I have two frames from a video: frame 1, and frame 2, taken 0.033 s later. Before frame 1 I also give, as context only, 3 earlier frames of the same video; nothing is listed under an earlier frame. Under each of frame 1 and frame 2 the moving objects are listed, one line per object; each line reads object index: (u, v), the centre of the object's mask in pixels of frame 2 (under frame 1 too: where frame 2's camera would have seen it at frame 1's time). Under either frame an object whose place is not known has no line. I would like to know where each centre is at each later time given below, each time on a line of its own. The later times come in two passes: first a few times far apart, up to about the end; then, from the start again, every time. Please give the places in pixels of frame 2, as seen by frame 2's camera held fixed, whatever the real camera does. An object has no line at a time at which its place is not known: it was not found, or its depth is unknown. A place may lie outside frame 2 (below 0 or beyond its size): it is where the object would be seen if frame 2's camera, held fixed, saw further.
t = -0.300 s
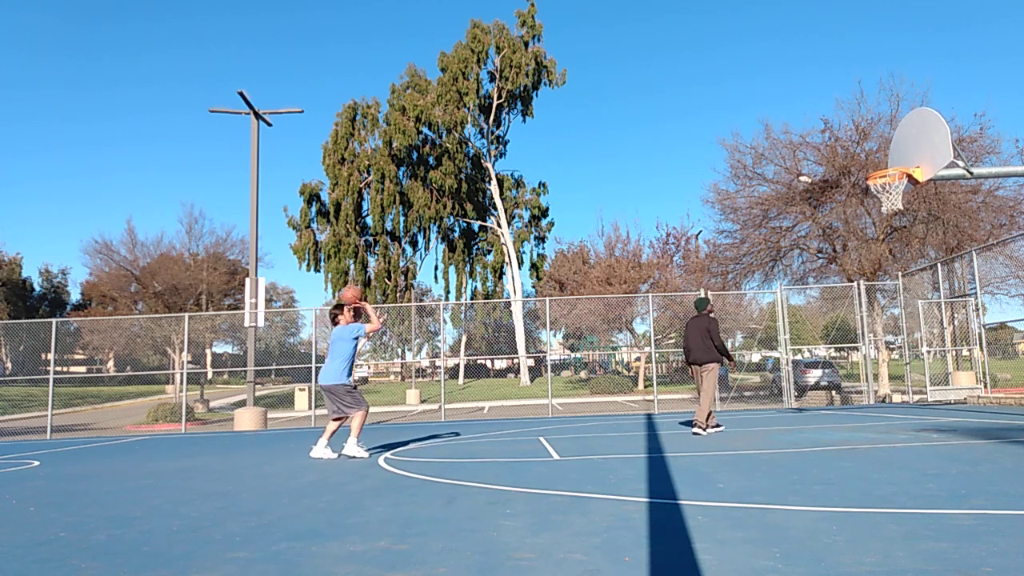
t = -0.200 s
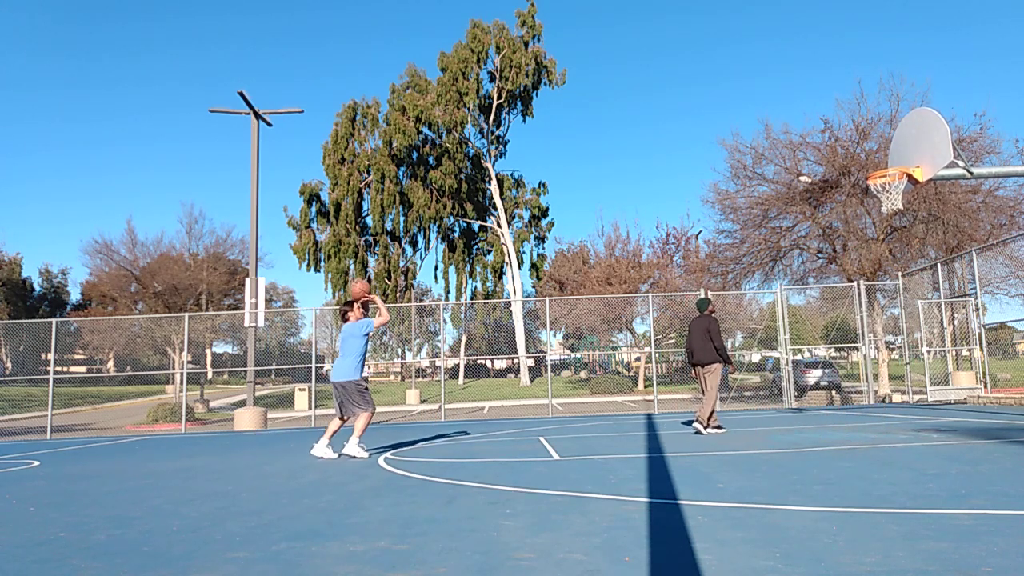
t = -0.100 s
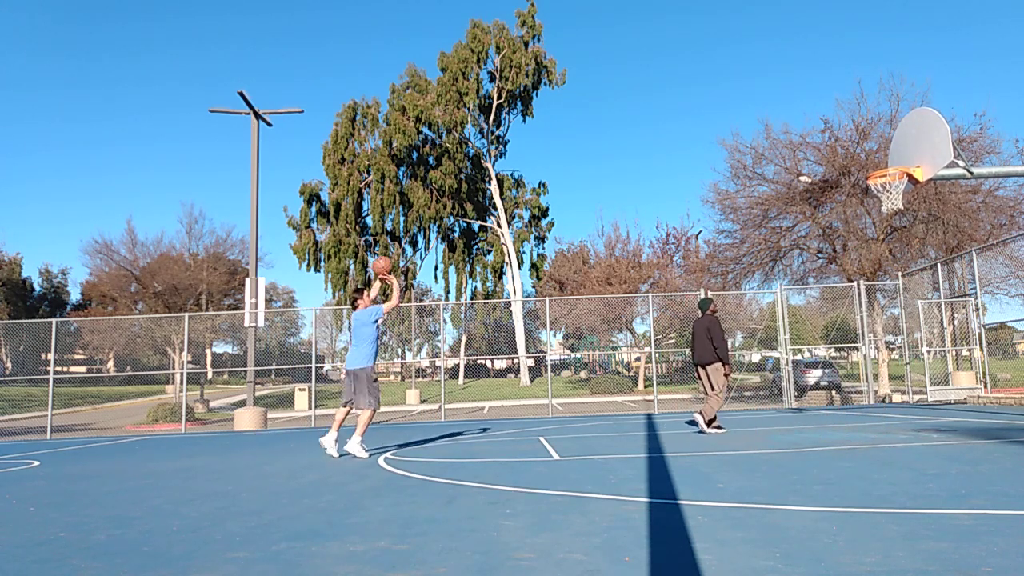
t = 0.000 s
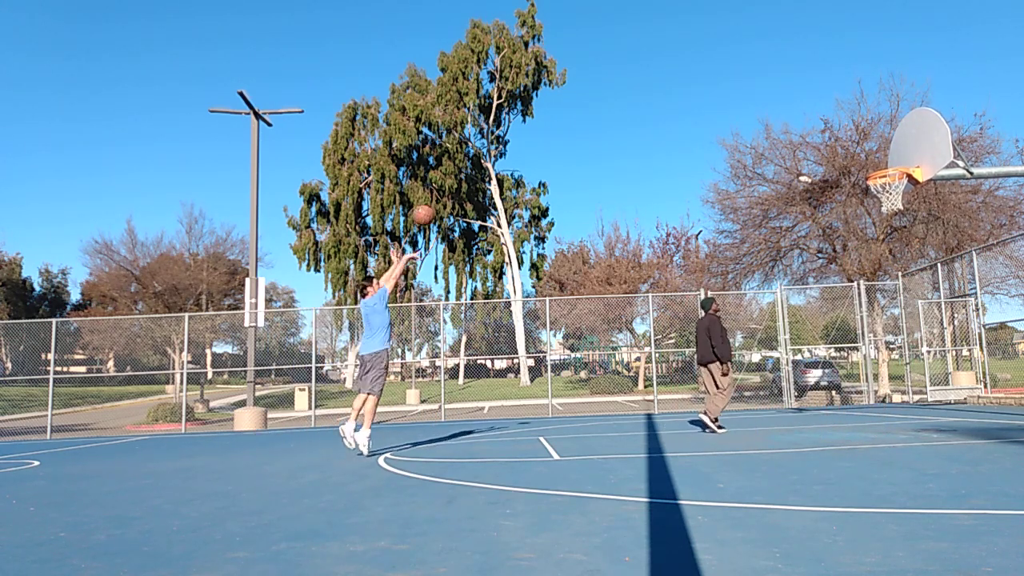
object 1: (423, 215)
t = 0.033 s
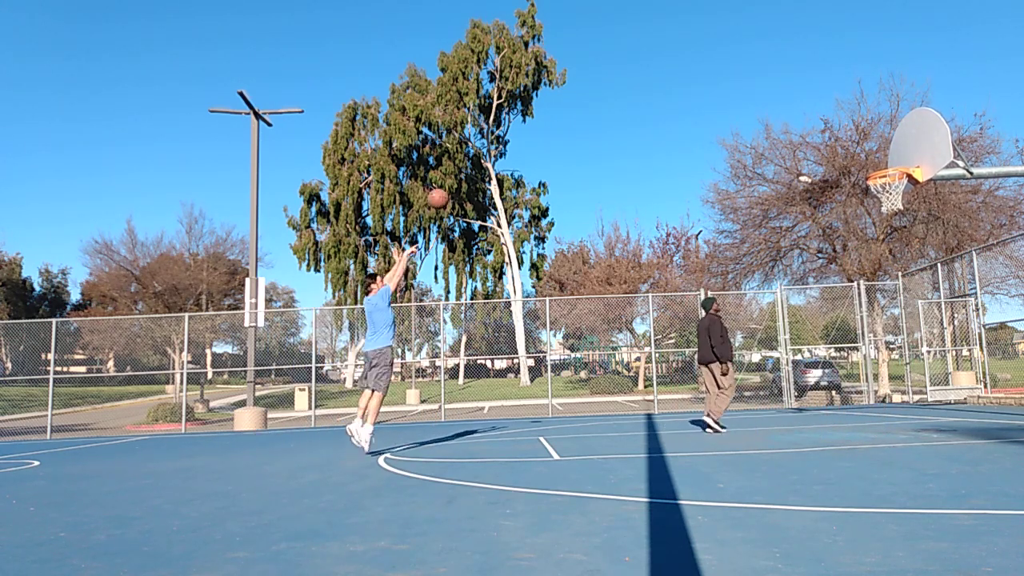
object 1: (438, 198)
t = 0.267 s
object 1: (538, 110)
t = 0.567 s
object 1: (663, 63)
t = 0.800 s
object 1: (771, 82)
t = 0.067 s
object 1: (452, 182)
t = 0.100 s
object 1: (467, 168)
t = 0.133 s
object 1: (481, 155)
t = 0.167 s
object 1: (495, 142)
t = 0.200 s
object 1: (509, 131)
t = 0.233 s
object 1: (524, 120)
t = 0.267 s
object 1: (538, 110)
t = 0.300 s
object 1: (552, 102)
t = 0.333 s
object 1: (566, 94)
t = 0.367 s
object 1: (580, 87)
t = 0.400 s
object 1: (594, 81)
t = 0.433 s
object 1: (608, 75)
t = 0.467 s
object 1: (621, 71)
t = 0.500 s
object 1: (635, 68)
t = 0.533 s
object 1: (649, 65)
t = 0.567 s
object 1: (663, 63)
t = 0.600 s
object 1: (676, 63)
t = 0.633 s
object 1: (690, 63)
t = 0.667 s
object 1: (703, 63)
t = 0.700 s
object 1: (717, 65)
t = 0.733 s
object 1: (730, 68)
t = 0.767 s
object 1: (744, 72)
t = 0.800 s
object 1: (771, 82)
